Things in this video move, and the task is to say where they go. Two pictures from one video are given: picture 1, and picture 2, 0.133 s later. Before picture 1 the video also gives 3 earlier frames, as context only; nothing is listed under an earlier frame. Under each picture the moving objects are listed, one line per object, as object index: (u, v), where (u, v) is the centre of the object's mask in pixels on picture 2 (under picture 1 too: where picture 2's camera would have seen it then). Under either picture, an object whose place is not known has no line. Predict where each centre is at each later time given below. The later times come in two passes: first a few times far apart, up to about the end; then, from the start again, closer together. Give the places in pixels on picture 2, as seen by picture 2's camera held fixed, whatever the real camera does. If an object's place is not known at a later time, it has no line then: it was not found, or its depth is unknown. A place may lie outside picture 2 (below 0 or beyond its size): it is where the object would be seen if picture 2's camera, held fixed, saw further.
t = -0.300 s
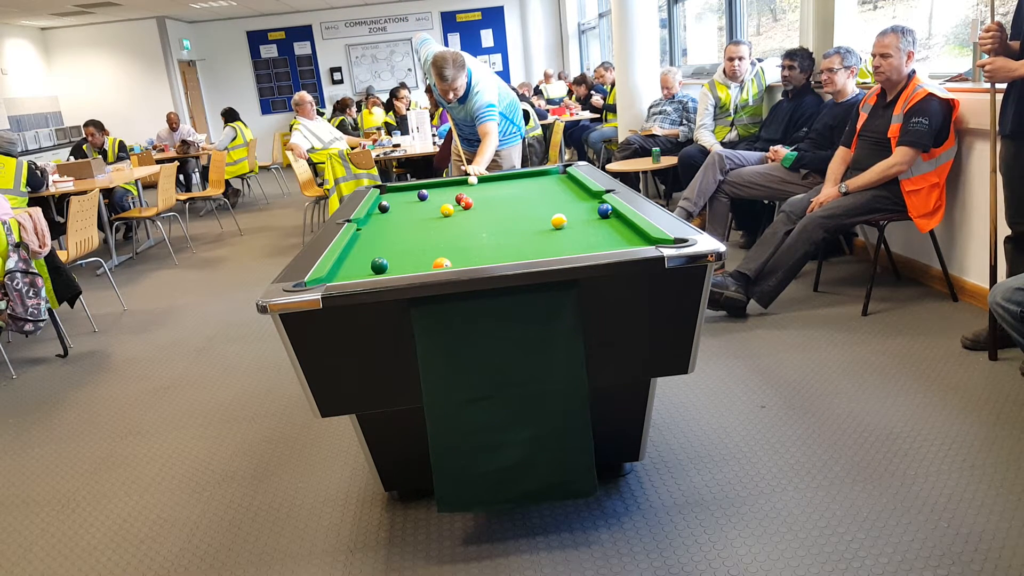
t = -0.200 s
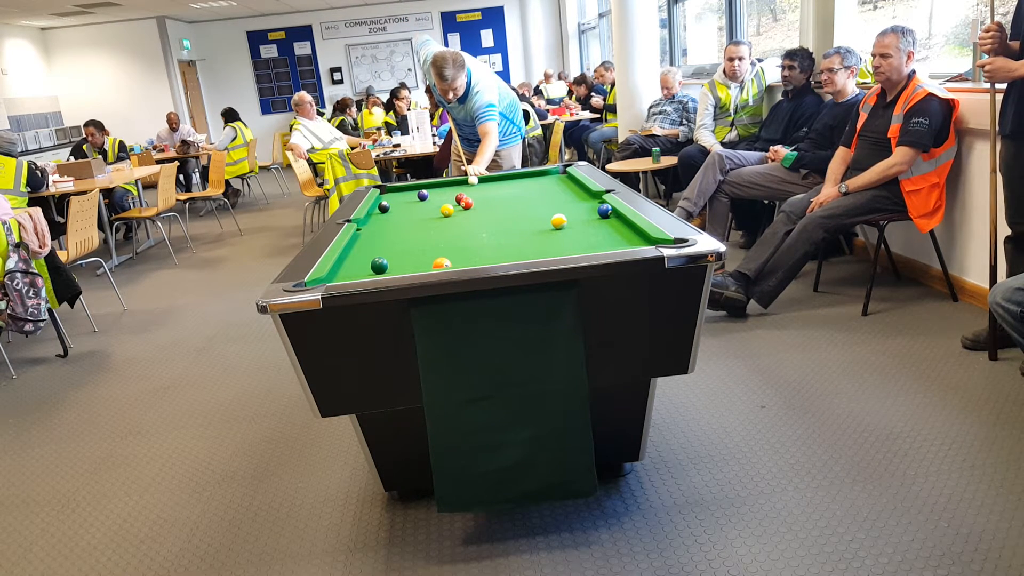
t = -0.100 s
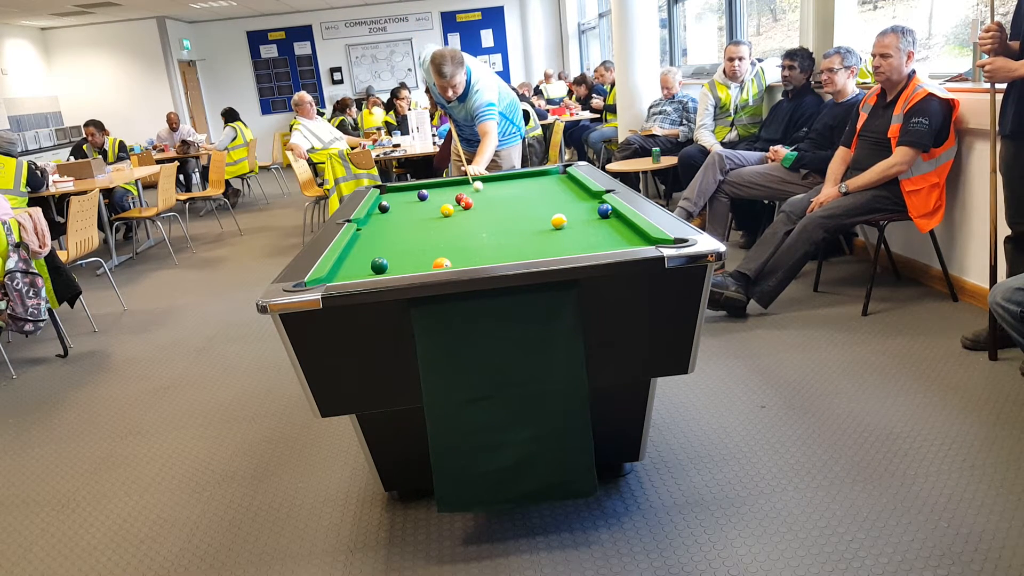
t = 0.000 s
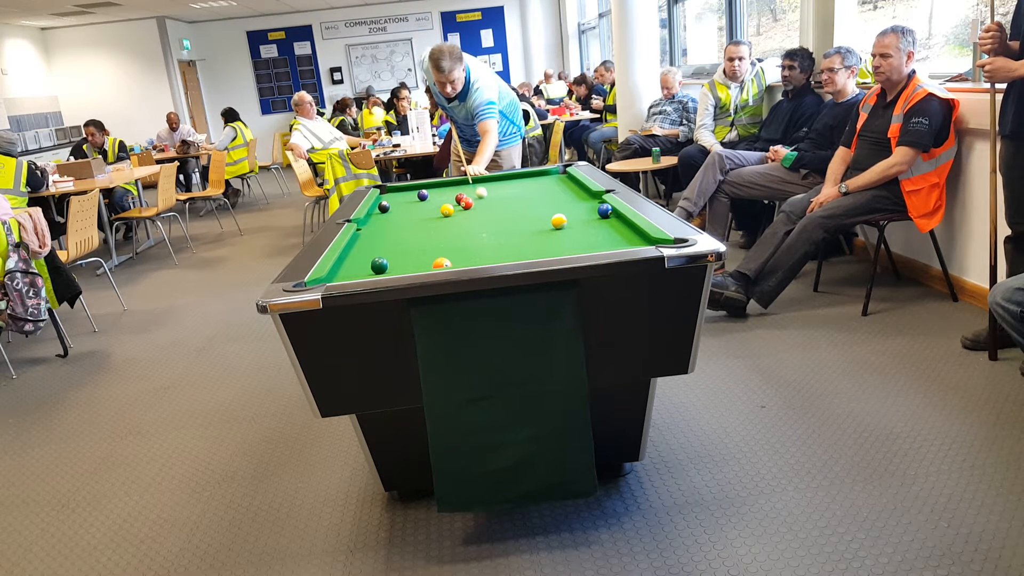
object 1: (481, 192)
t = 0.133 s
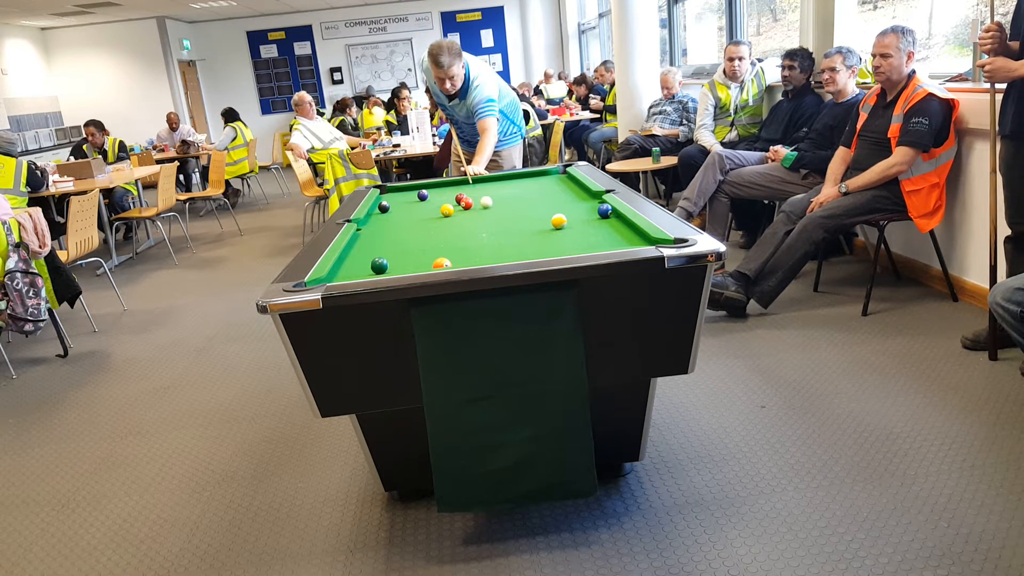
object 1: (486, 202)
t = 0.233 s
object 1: (491, 210)
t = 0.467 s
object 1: (504, 233)
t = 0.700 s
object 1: (511, 254)
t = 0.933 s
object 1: (480, 237)
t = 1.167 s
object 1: (458, 223)
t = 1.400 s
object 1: (438, 213)
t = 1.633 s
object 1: (403, 211)
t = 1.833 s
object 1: (376, 210)
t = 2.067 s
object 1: (383, 209)
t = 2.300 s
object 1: (391, 208)
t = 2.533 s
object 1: (398, 208)
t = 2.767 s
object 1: (403, 207)
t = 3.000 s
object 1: (407, 207)
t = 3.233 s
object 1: (409, 206)
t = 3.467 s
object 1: (411, 206)
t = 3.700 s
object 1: (411, 206)
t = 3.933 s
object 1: (411, 206)
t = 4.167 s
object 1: (411, 206)
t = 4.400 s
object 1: (411, 206)
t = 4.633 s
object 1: (411, 206)
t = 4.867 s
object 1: (411, 206)
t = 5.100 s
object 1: (411, 206)
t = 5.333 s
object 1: (411, 206)
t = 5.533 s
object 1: (411, 206)
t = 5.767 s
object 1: (411, 206)
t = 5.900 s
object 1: (411, 206)
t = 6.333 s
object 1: (411, 205)
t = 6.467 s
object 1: (411, 205)
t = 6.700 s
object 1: (411, 206)
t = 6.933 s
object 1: (411, 206)
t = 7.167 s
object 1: (411, 205)
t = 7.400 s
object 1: (411, 206)
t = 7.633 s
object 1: (411, 206)
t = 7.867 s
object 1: (411, 206)
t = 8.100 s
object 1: (411, 206)
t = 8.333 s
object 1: (411, 206)
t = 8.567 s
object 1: (411, 206)
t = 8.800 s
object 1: (411, 206)
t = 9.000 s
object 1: (411, 206)
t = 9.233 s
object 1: (411, 206)
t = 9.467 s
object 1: (411, 206)
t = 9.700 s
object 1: (411, 206)
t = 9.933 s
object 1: (411, 206)
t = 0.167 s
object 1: (488, 204)
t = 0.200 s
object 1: (489, 207)
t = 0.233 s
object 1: (491, 210)
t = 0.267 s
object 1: (492, 213)
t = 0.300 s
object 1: (494, 216)
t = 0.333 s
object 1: (495, 219)
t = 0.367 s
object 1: (497, 222)
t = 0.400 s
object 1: (499, 226)
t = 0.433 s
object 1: (501, 230)
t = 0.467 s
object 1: (504, 233)
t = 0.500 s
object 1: (506, 238)
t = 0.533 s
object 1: (508, 242)
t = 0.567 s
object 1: (510, 246)
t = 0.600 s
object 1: (513, 251)
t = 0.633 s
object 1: (516, 254)
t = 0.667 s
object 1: (516, 256)
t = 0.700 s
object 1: (511, 254)
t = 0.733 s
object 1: (506, 252)
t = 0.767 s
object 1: (501, 249)
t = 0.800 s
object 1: (496, 246)
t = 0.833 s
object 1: (492, 244)
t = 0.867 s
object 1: (488, 241)
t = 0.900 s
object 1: (484, 239)
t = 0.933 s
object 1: (480, 237)
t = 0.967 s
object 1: (477, 235)
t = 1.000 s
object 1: (473, 233)
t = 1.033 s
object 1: (470, 230)
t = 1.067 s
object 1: (467, 229)
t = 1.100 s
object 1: (464, 227)
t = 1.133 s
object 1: (461, 225)
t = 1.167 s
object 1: (458, 223)
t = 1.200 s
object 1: (455, 221)
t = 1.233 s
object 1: (452, 220)
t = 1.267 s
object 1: (449, 218)
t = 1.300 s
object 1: (447, 217)
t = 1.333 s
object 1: (444, 215)
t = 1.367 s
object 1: (442, 213)
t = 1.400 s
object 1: (438, 213)
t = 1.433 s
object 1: (432, 213)
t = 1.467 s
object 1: (427, 212)
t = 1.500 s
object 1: (422, 212)
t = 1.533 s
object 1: (417, 212)
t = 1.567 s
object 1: (412, 212)
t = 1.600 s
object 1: (407, 212)
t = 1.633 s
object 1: (403, 211)
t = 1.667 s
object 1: (398, 211)
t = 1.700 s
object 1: (394, 211)
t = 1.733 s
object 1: (389, 211)
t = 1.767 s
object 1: (385, 210)
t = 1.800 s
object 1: (380, 210)
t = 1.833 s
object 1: (376, 210)
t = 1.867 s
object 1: (375, 210)
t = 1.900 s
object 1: (377, 209)
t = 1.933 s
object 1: (379, 209)
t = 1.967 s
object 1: (380, 209)
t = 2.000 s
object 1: (381, 209)
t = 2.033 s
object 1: (382, 209)
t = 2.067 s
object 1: (383, 209)
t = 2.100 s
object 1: (385, 209)
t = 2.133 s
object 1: (386, 209)
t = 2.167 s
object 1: (387, 208)
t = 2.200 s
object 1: (388, 208)
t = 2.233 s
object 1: (389, 208)
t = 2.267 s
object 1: (390, 208)
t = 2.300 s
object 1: (391, 208)
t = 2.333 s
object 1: (392, 208)
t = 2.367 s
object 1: (393, 208)
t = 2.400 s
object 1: (394, 208)
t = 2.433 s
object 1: (395, 208)
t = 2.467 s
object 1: (396, 208)
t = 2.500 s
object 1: (397, 208)
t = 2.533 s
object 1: (398, 208)
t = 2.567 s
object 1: (399, 207)
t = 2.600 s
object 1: (399, 207)
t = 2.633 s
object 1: (400, 207)
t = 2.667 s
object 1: (401, 207)
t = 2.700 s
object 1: (402, 207)
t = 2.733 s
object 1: (402, 207)
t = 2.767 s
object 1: (403, 207)
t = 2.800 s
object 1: (403, 207)
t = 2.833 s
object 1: (404, 207)
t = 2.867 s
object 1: (405, 207)
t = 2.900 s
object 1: (405, 207)
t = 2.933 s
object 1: (406, 207)
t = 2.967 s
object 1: (406, 207)
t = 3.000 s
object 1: (407, 207)
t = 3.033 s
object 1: (407, 206)
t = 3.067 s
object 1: (408, 207)
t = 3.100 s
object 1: (408, 206)
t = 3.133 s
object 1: (409, 206)
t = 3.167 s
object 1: (409, 206)
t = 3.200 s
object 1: (409, 206)
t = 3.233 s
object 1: (409, 206)
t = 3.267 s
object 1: (410, 206)
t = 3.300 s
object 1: (410, 206)
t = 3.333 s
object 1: (410, 206)
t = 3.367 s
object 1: (410, 206)
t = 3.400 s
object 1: (411, 206)
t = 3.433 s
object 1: (411, 206)
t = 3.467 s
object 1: (411, 206)
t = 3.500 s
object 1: (411, 206)
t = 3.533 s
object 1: (411, 206)
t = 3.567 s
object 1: (411, 206)
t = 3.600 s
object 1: (411, 206)
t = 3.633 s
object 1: (411, 206)
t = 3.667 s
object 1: (411, 206)
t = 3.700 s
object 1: (411, 206)
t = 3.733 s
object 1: (411, 206)
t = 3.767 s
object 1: (411, 206)
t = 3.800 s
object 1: (411, 206)
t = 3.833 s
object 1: (411, 206)
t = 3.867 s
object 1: (411, 206)
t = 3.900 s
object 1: (411, 206)
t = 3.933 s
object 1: (411, 206)
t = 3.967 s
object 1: (411, 206)
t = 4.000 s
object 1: (411, 206)
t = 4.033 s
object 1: (411, 206)
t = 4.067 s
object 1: (411, 206)
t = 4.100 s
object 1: (411, 206)
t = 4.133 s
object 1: (411, 206)
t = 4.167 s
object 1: (411, 206)
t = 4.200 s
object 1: (411, 206)
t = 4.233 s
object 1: (411, 206)
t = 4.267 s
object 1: (411, 206)
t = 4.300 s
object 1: (411, 206)
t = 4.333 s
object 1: (411, 206)
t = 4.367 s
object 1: (411, 206)
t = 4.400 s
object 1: (411, 206)
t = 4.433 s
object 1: (411, 206)
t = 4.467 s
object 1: (411, 206)
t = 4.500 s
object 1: (411, 206)
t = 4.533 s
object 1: (411, 206)
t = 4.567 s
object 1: (411, 206)
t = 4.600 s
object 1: (411, 206)
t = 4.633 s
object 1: (411, 206)
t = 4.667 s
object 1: (411, 206)
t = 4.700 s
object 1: (411, 206)
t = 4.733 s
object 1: (411, 206)
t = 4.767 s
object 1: (411, 206)
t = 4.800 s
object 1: (411, 206)
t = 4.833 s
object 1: (411, 206)
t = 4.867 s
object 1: (411, 206)
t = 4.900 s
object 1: (411, 206)
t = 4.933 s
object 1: (411, 206)
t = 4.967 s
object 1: (411, 206)
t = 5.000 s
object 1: (411, 206)
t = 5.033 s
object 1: (411, 206)
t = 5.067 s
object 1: (411, 206)
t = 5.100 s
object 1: (411, 206)
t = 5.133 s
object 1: (411, 206)
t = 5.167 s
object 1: (411, 206)
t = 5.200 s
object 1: (411, 206)
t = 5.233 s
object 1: (411, 206)
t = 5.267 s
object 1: (411, 206)
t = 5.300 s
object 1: (411, 206)
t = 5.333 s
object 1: (411, 206)
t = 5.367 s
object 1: (411, 206)
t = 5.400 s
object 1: (411, 206)
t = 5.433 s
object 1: (411, 206)
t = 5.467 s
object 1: (411, 206)
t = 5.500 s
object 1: (411, 206)
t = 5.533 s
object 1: (411, 206)
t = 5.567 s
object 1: (411, 206)
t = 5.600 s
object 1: (411, 206)
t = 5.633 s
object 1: (411, 206)
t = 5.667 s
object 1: (411, 206)
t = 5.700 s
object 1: (411, 206)
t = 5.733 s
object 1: (411, 206)
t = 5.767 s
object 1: (411, 206)
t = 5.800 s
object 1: (411, 206)
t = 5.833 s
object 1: (411, 206)
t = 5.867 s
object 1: (411, 206)
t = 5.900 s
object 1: (411, 206)
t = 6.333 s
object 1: (411, 205)
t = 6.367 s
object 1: (411, 205)
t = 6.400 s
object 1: (411, 205)
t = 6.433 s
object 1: (411, 205)
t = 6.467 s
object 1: (411, 205)
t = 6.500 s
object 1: (411, 205)
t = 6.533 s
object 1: (411, 205)
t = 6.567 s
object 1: (411, 206)
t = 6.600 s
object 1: (411, 205)
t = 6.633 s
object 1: (411, 206)
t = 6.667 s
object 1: (411, 206)
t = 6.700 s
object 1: (411, 206)
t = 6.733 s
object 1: (411, 206)
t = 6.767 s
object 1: (411, 206)
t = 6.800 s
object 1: (411, 206)
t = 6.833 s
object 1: (411, 206)
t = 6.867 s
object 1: (411, 206)
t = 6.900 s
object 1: (411, 206)
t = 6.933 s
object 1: (411, 206)
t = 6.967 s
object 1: (411, 206)
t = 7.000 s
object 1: (411, 205)
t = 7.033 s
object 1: (411, 205)
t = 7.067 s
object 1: (411, 205)
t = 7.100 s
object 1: (411, 205)
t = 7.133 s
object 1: (411, 205)
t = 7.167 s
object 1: (411, 205)
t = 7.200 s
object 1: (411, 206)
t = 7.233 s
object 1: (411, 206)
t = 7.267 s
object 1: (411, 206)
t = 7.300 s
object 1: (411, 206)
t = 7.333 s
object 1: (411, 206)
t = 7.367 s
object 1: (411, 206)
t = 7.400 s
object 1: (411, 206)
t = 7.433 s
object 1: (411, 206)
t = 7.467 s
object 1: (411, 206)
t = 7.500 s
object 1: (411, 206)
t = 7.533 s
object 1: (411, 206)
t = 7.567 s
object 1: (411, 206)
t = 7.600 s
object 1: (411, 206)
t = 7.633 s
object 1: (411, 206)
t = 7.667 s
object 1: (411, 206)
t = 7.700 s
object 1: (411, 206)
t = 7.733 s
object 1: (411, 206)
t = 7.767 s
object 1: (411, 206)
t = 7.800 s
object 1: (411, 206)
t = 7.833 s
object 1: (411, 206)
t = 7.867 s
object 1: (411, 206)
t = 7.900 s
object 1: (411, 206)
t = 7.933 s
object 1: (411, 206)
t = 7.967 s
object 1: (411, 206)
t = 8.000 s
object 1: (411, 206)
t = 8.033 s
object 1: (411, 206)
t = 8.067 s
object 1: (411, 206)
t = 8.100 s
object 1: (411, 206)
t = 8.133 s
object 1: (411, 206)
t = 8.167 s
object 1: (411, 206)
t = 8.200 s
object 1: (411, 206)
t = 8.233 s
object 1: (411, 206)
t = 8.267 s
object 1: (411, 206)
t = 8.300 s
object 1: (411, 206)
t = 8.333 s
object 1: (411, 206)
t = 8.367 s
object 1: (411, 206)
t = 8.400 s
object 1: (411, 206)
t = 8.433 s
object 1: (411, 206)
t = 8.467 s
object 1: (411, 206)
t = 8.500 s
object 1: (411, 206)
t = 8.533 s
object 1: (411, 206)
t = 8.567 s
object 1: (411, 206)
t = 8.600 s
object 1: (411, 206)
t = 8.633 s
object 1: (411, 206)
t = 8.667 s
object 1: (411, 206)
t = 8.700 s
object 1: (411, 206)
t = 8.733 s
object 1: (411, 206)
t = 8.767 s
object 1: (411, 206)
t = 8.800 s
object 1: (411, 206)
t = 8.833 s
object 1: (411, 206)
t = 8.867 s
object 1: (411, 206)
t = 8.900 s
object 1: (411, 206)
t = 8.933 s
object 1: (411, 206)
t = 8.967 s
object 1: (411, 206)
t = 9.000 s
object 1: (411, 206)
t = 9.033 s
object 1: (411, 206)
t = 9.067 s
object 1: (411, 206)
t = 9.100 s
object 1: (411, 206)
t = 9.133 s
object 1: (411, 206)
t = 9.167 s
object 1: (411, 206)
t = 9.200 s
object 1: (411, 206)
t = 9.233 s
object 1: (411, 206)
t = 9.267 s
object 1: (411, 206)
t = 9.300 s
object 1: (411, 206)
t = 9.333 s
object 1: (411, 206)
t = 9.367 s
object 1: (411, 206)
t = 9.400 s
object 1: (411, 206)
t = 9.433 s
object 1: (411, 206)
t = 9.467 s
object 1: (411, 206)
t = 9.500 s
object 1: (411, 206)
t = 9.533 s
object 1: (411, 206)
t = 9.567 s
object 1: (411, 206)
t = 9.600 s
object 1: (411, 206)
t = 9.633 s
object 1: (411, 206)
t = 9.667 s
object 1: (411, 206)
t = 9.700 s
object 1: (411, 206)
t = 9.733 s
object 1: (411, 206)
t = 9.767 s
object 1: (411, 206)
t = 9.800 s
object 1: (411, 206)
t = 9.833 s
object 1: (411, 206)
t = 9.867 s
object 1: (411, 206)
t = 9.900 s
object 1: (411, 206)
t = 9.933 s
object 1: (411, 206)
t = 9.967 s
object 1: (411, 206)
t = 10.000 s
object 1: (411, 206)
